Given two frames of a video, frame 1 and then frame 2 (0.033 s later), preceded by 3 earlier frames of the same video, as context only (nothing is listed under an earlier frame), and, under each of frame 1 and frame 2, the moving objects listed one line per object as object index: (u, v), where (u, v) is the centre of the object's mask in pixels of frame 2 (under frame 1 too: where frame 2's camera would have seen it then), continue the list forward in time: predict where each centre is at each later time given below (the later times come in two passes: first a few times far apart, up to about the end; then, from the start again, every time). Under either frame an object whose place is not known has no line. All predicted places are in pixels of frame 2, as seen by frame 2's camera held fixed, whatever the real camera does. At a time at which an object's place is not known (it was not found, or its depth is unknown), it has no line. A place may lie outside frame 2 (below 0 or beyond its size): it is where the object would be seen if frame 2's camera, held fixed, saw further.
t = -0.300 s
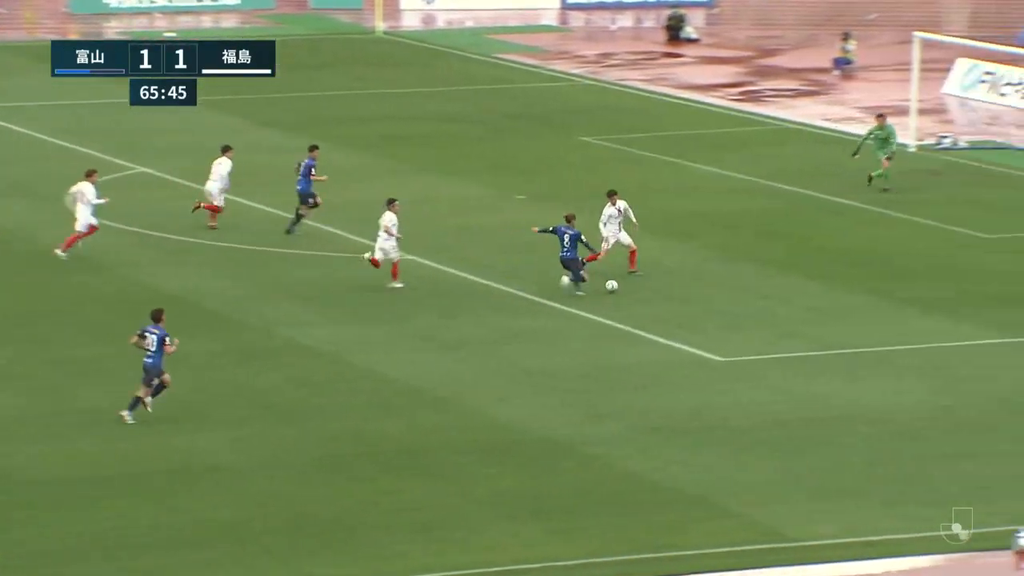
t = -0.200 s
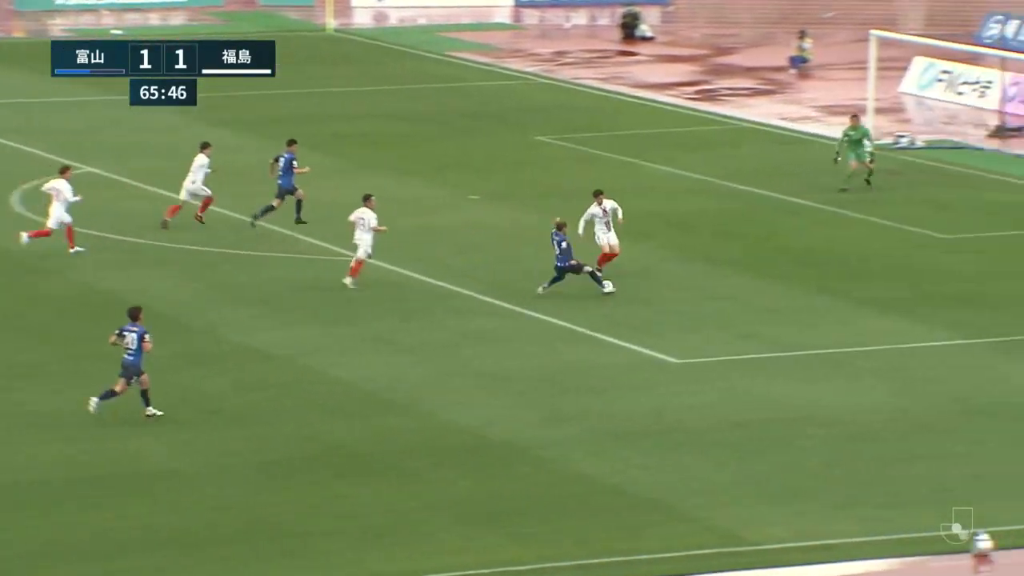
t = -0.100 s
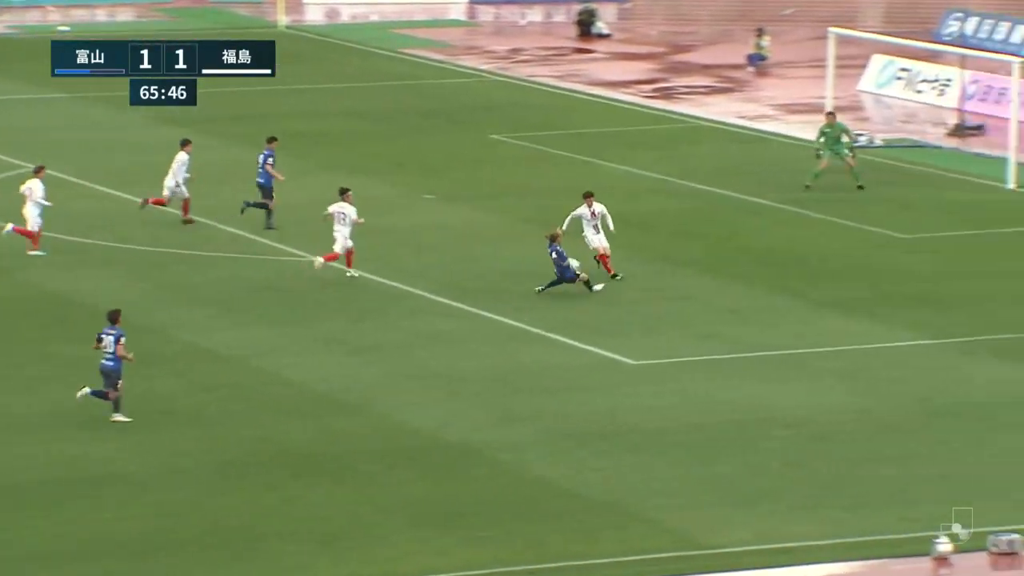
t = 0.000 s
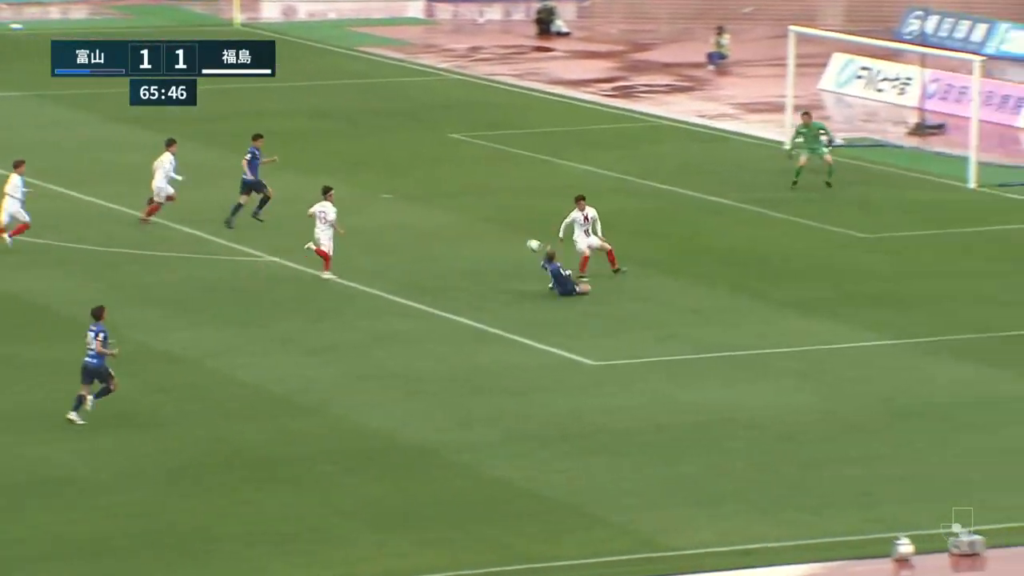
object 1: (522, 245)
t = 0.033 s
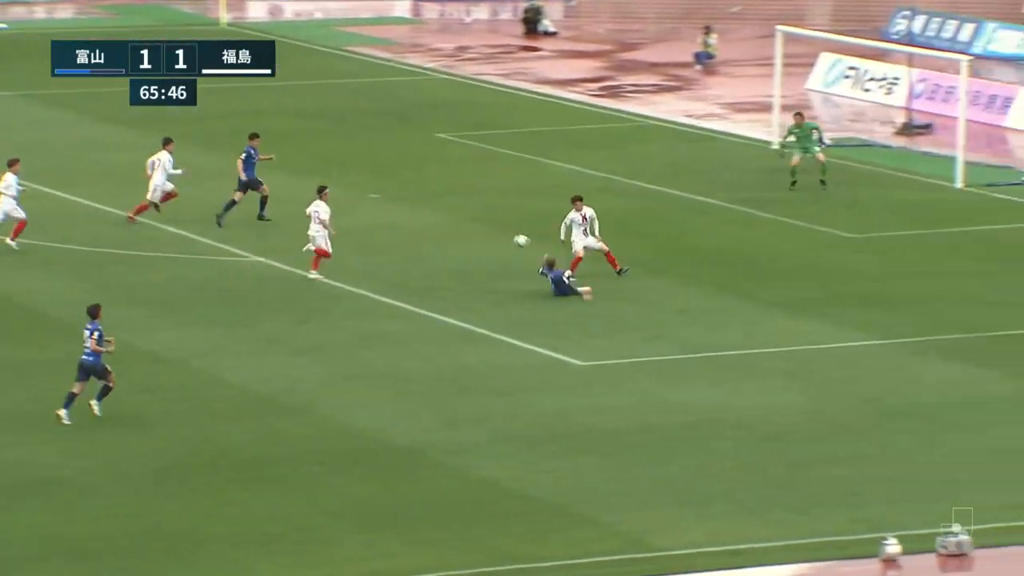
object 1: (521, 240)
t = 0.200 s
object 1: (517, 227)
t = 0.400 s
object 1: (509, 219)
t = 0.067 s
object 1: (521, 236)
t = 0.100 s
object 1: (521, 233)
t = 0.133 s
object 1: (520, 230)
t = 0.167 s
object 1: (519, 228)
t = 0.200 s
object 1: (517, 227)
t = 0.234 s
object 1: (517, 227)
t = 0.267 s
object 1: (515, 227)
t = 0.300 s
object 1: (513, 228)
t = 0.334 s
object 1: (512, 230)
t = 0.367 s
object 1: (511, 226)
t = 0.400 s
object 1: (509, 219)
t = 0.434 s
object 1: (508, 214)
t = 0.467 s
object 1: (506, 209)
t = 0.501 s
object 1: (505, 205)
